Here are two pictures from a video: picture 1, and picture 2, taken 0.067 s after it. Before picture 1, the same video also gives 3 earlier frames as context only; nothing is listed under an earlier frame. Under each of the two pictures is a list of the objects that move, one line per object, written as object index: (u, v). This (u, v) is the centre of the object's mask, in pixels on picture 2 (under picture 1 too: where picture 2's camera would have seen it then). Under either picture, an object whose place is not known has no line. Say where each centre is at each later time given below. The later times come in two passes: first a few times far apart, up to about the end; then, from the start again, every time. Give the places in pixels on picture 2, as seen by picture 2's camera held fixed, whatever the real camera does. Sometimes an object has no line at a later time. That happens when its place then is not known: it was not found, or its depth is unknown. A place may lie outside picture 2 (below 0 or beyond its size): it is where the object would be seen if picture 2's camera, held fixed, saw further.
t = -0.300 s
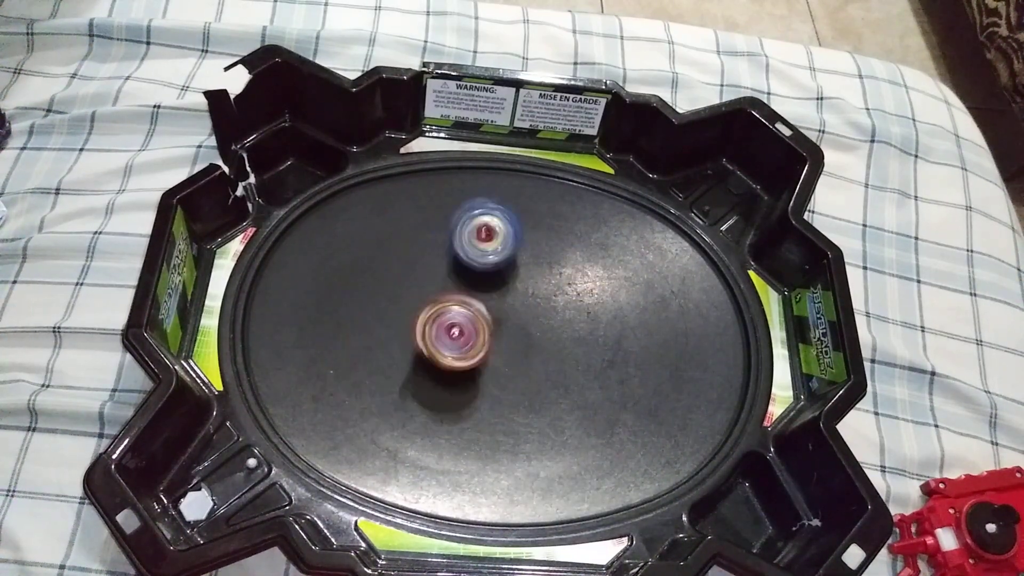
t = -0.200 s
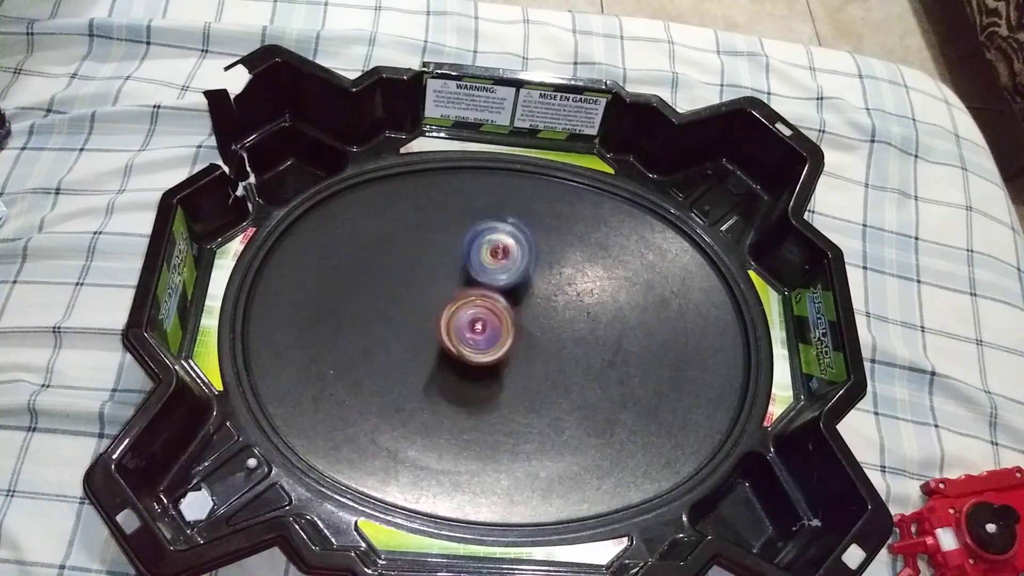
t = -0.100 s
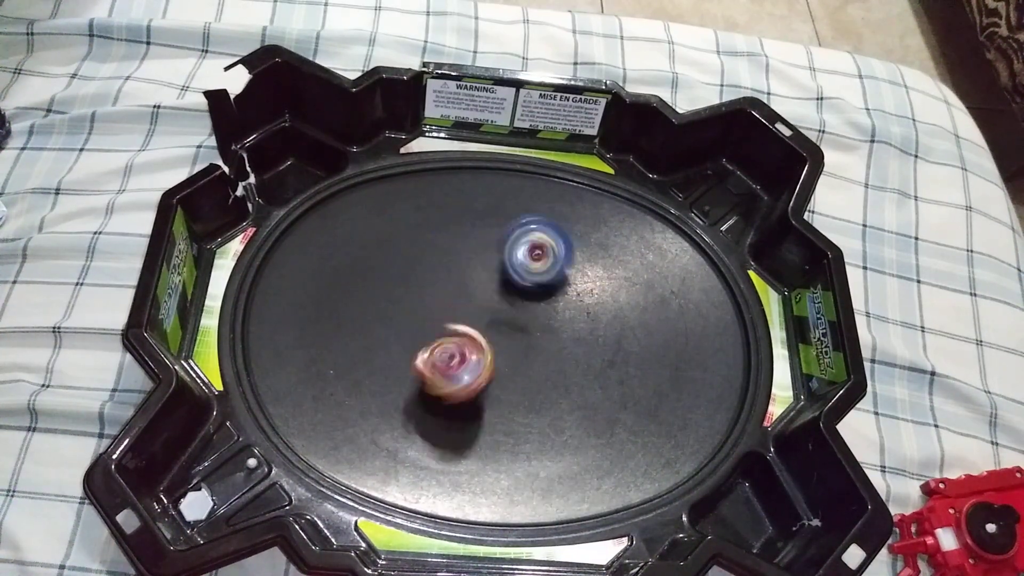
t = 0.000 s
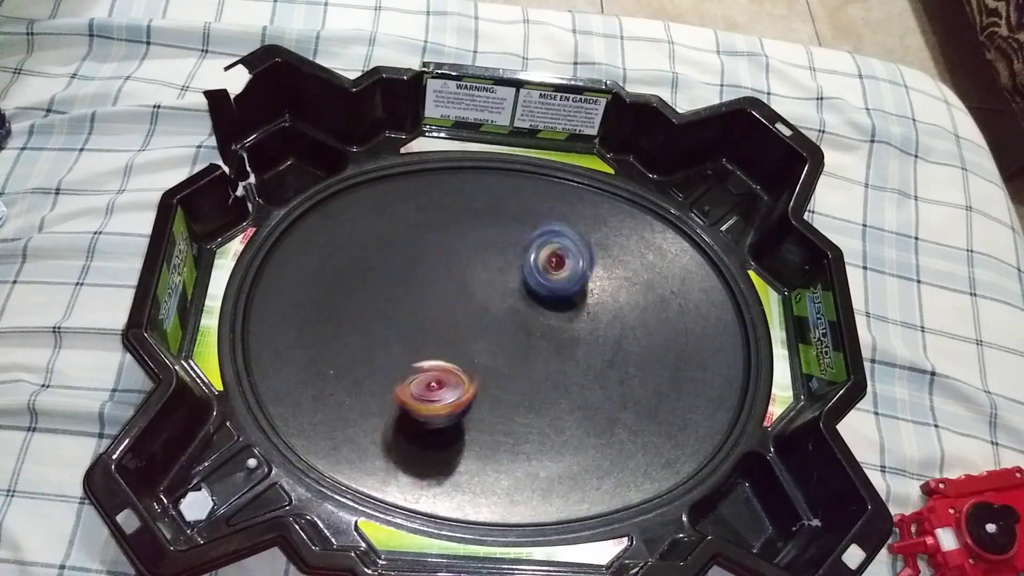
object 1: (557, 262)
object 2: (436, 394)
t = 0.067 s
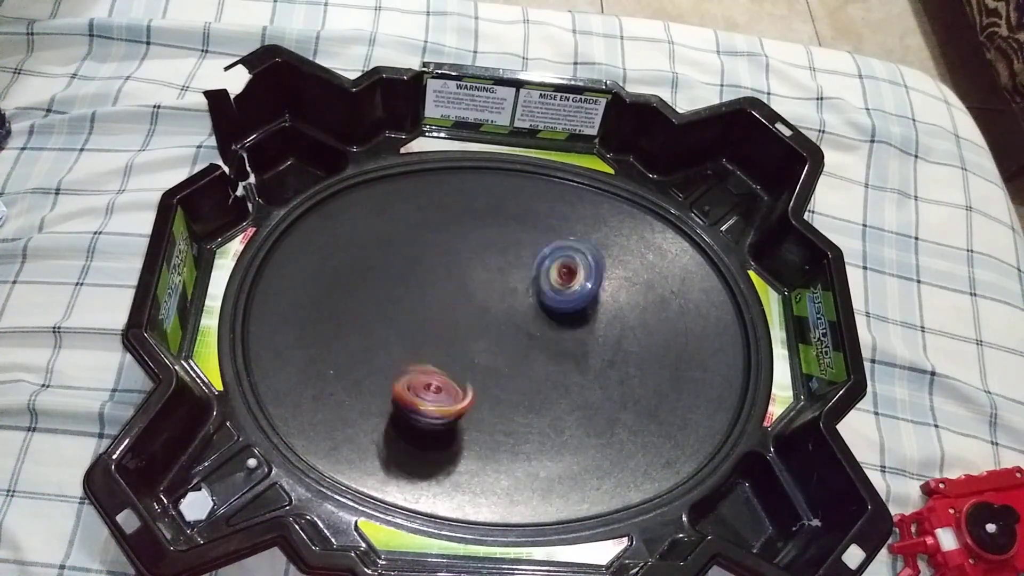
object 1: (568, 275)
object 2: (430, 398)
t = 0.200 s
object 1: (574, 317)
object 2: (430, 387)
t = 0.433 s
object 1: (515, 388)
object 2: (460, 329)
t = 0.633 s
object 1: (432, 380)
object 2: (493, 286)
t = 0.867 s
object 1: (398, 313)
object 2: (505, 291)
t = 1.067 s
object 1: (431, 279)
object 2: (525, 307)
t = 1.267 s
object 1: (470, 286)
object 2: (541, 327)
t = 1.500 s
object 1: (454, 310)
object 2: (534, 347)
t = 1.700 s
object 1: (440, 327)
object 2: (534, 347)
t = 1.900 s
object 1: (425, 330)
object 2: (534, 347)
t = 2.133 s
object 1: (419, 337)
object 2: (534, 347)
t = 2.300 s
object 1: (425, 351)
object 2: (534, 347)
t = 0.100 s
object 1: (570, 284)
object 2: (429, 396)
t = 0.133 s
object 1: (574, 295)
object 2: (429, 394)
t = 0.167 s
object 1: (572, 306)
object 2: (429, 390)
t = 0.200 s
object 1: (574, 317)
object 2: (430, 387)
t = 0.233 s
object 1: (569, 331)
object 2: (431, 380)
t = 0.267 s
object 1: (566, 343)
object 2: (434, 373)
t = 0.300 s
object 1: (558, 355)
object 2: (438, 367)
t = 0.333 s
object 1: (549, 365)
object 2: (442, 354)
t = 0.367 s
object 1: (539, 375)
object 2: (449, 346)
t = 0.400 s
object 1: (526, 382)
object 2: (454, 337)
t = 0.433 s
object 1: (515, 388)
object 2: (460, 329)
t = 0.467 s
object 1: (501, 393)
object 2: (465, 317)
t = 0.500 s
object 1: (488, 395)
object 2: (471, 310)
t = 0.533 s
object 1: (472, 393)
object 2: (478, 303)
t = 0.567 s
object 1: (459, 392)
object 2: (484, 296)
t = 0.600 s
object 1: (446, 387)
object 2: (488, 290)
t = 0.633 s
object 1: (432, 380)
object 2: (493, 286)
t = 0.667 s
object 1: (424, 374)
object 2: (496, 283)
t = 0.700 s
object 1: (412, 364)
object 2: (499, 282)
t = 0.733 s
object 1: (406, 354)
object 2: (500, 282)
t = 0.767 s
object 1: (401, 344)
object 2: (501, 284)
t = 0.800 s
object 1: (396, 331)
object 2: (502, 287)
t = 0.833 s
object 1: (397, 322)
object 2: (503, 288)
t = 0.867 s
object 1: (398, 313)
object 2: (505, 291)
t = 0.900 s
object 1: (399, 301)
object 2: (506, 295)
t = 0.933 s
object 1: (407, 296)
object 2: (510, 298)
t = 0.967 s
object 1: (409, 290)
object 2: (513, 301)
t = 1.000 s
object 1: (415, 283)
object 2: (516, 304)
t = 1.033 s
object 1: (423, 281)
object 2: (520, 305)
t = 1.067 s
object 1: (431, 279)
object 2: (525, 307)
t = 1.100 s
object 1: (441, 280)
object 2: (529, 306)
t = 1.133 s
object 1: (448, 284)
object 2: (530, 306)
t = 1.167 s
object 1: (460, 284)
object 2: (529, 307)
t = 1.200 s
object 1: (463, 279)
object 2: (536, 312)
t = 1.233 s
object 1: (467, 280)
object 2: (541, 320)
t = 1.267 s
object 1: (470, 286)
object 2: (541, 327)
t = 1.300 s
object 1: (469, 291)
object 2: (537, 331)
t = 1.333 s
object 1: (467, 296)
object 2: (531, 334)
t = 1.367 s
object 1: (460, 294)
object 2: (534, 340)
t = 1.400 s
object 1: (460, 292)
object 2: (535, 345)
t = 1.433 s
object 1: (461, 296)
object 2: (534, 347)
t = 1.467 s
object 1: (460, 302)
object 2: (534, 347)
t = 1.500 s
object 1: (454, 310)
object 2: (534, 347)
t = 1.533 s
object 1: (443, 312)
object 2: (534, 347)
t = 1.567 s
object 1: (437, 314)
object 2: (534, 347)
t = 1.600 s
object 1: (437, 314)
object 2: (534, 347)
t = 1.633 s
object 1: (441, 319)
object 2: (534, 347)
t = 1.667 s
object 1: (440, 322)
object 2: (534, 347)
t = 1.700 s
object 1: (440, 327)
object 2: (534, 347)
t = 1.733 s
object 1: (435, 331)
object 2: (534, 347)
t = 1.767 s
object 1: (429, 332)
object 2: (534, 347)
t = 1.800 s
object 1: (426, 330)
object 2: (534, 347)
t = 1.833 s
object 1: (424, 329)
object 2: (534, 347)
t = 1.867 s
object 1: (424, 329)
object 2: (534, 347)
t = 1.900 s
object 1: (425, 330)
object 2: (534, 347)
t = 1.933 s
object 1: (427, 335)
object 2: (534, 347)
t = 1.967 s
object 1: (423, 342)
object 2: (534, 347)
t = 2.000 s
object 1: (415, 342)
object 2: (534, 347)
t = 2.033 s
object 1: (412, 340)
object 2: (534, 347)
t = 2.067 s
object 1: (411, 337)
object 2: (534, 347)
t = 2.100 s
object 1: (413, 336)
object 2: (534, 347)
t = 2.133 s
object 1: (419, 337)
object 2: (534, 347)
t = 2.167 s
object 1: (424, 338)
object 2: (534, 347)
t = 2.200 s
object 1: (428, 344)
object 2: (534, 347)
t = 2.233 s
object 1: (427, 349)
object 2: (534, 347)
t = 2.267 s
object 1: (425, 350)
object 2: (534, 347)
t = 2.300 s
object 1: (425, 351)
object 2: (534, 347)
